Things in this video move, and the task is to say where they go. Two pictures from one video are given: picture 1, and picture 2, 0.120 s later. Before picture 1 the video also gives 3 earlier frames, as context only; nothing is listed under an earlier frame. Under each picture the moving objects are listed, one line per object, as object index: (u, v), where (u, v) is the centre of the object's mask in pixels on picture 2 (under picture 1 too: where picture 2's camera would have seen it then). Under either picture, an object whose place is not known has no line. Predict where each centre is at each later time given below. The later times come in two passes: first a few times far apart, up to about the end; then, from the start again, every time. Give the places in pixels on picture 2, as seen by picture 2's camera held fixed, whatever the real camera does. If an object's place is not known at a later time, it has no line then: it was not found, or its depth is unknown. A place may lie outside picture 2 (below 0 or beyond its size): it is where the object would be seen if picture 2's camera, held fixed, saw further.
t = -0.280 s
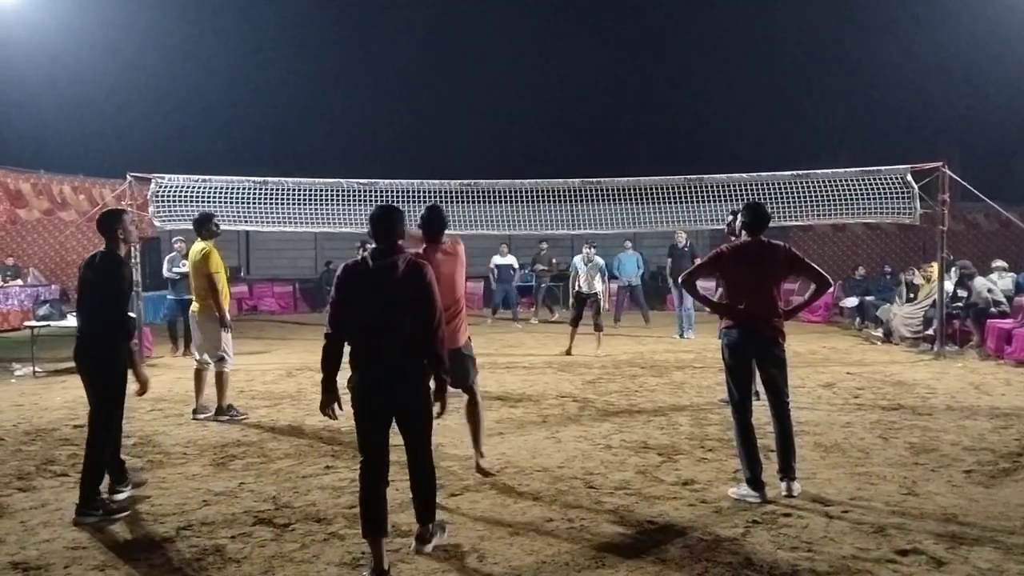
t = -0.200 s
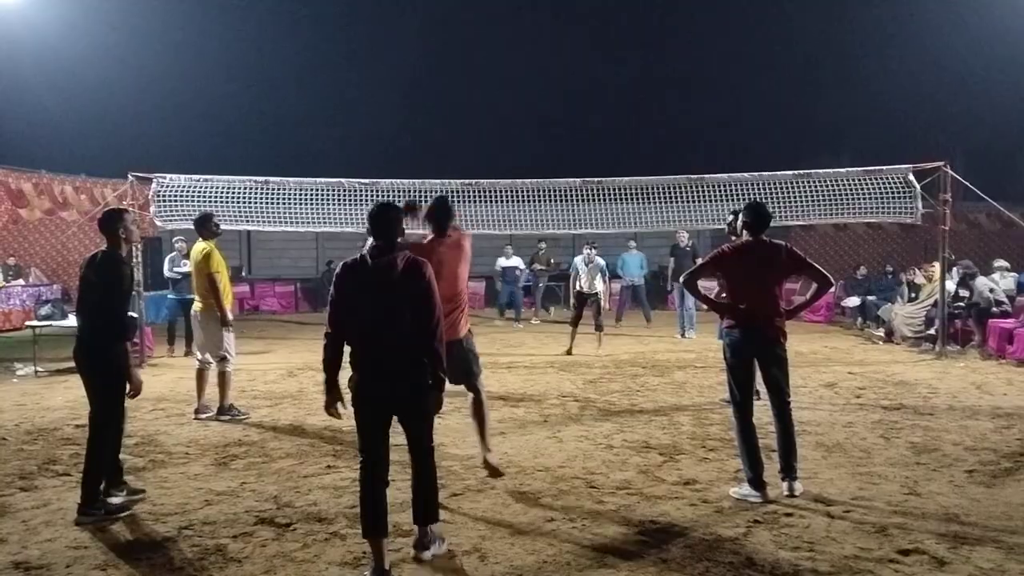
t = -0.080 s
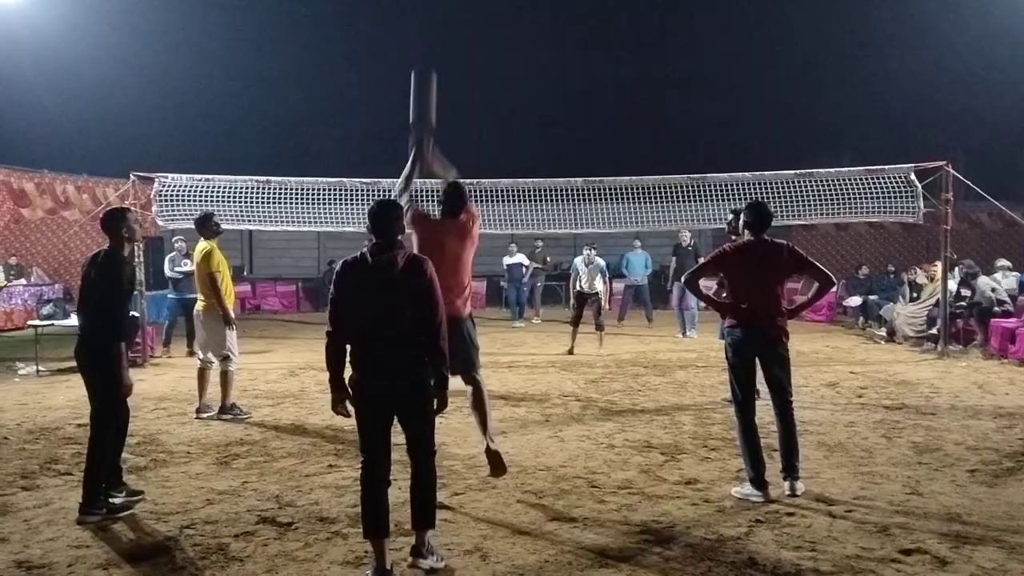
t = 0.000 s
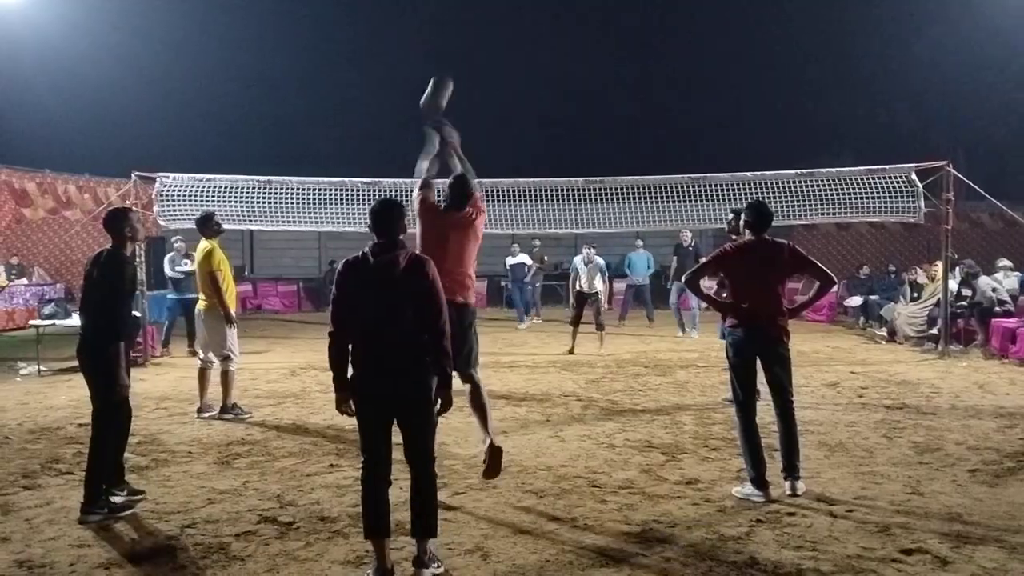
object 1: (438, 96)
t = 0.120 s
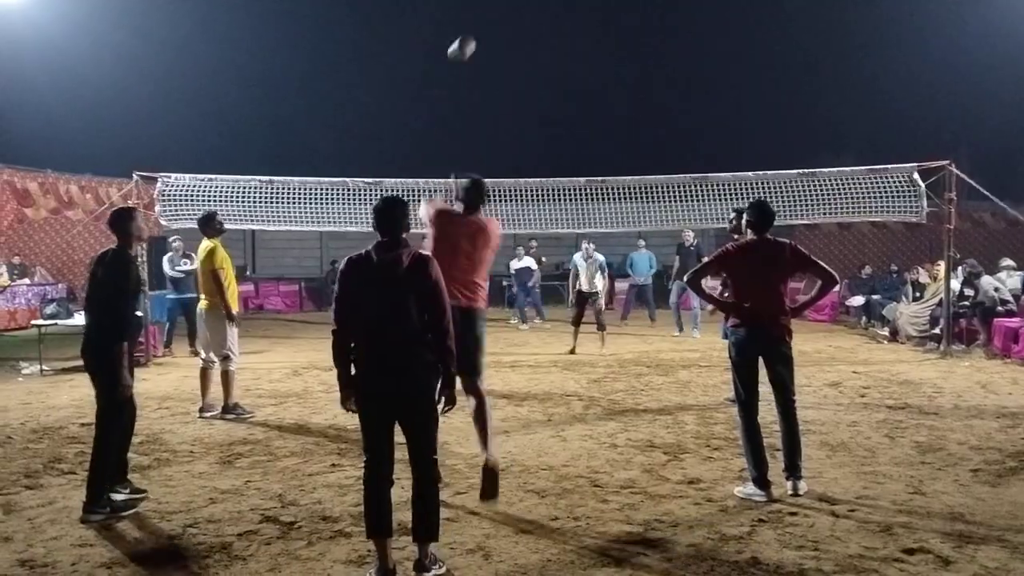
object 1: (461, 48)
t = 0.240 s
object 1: (478, 33)
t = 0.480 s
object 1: (505, 54)
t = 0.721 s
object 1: (522, 111)
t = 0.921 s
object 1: (532, 172)
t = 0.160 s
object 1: (467, 40)
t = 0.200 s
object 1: (472, 34)
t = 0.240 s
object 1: (478, 33)
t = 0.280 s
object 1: (483, 32)
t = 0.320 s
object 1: (488, 33)
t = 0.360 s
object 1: (493, 37)
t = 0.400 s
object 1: (496, 41)
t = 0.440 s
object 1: (501, 47)
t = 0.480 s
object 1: (505, 54)
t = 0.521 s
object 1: (508, 61)
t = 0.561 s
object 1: (511, 70)
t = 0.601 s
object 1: (514, 79)
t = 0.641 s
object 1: (517, 89)
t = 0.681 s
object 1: (519, 100)
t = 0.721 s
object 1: (522, 111)
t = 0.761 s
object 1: (525, 123)
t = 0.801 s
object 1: (526, 136)
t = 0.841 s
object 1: (529, 149)
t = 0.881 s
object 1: (531, 162)
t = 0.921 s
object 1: (532, 172)
